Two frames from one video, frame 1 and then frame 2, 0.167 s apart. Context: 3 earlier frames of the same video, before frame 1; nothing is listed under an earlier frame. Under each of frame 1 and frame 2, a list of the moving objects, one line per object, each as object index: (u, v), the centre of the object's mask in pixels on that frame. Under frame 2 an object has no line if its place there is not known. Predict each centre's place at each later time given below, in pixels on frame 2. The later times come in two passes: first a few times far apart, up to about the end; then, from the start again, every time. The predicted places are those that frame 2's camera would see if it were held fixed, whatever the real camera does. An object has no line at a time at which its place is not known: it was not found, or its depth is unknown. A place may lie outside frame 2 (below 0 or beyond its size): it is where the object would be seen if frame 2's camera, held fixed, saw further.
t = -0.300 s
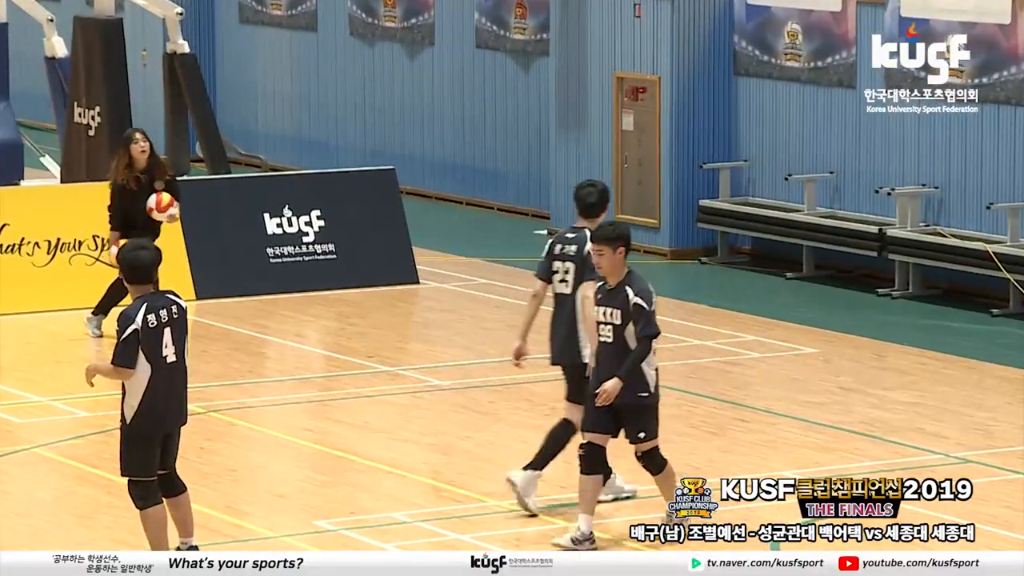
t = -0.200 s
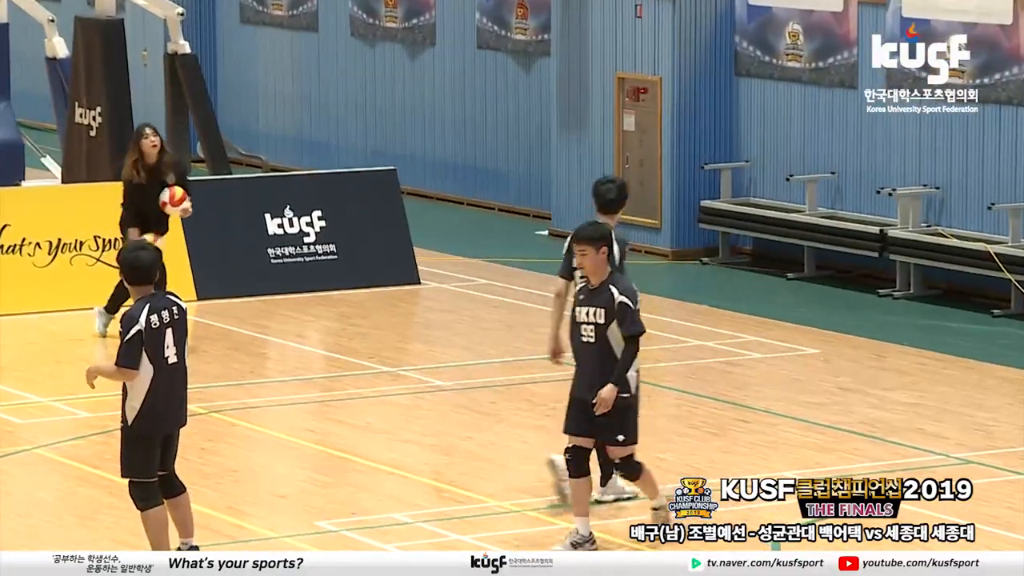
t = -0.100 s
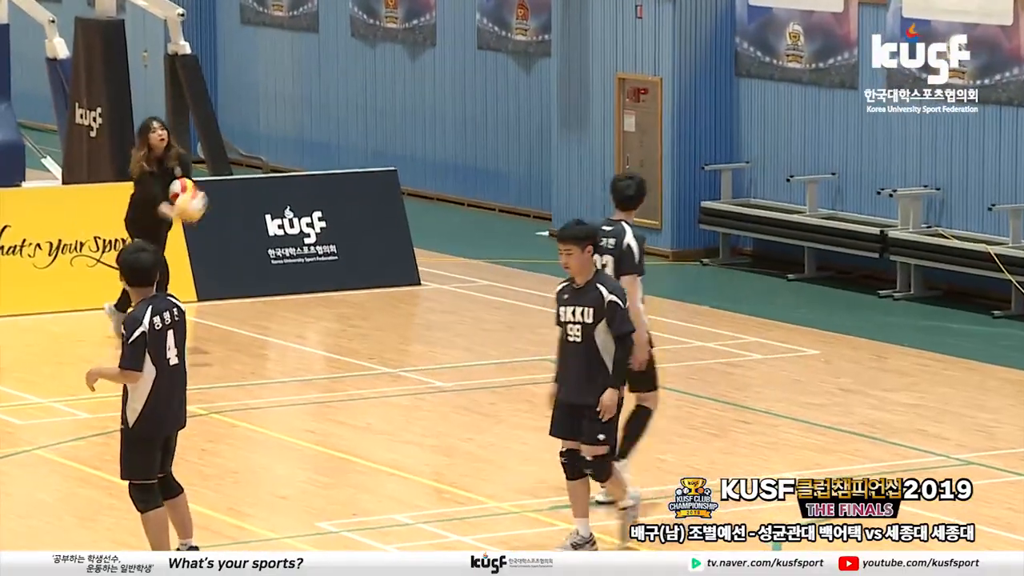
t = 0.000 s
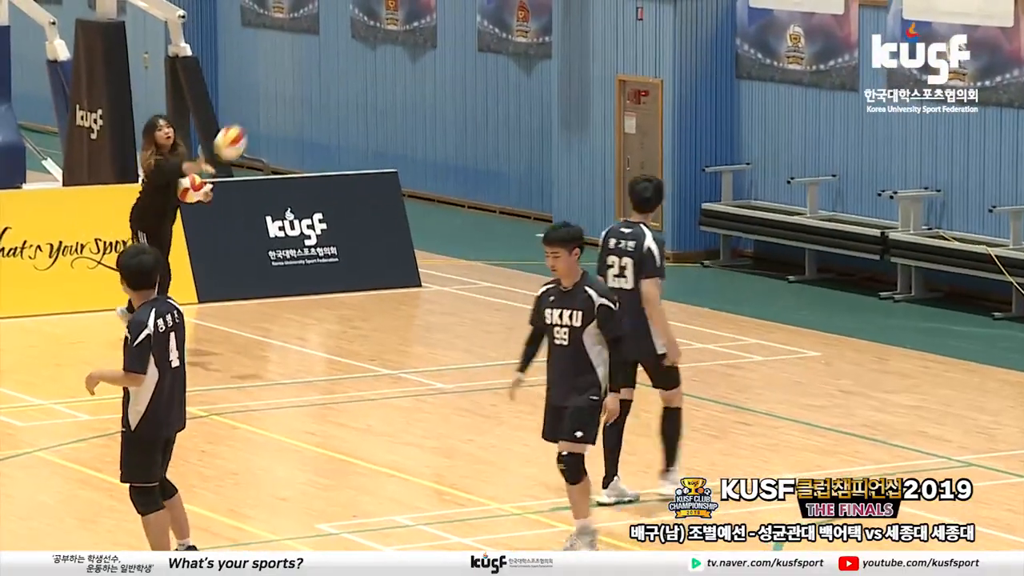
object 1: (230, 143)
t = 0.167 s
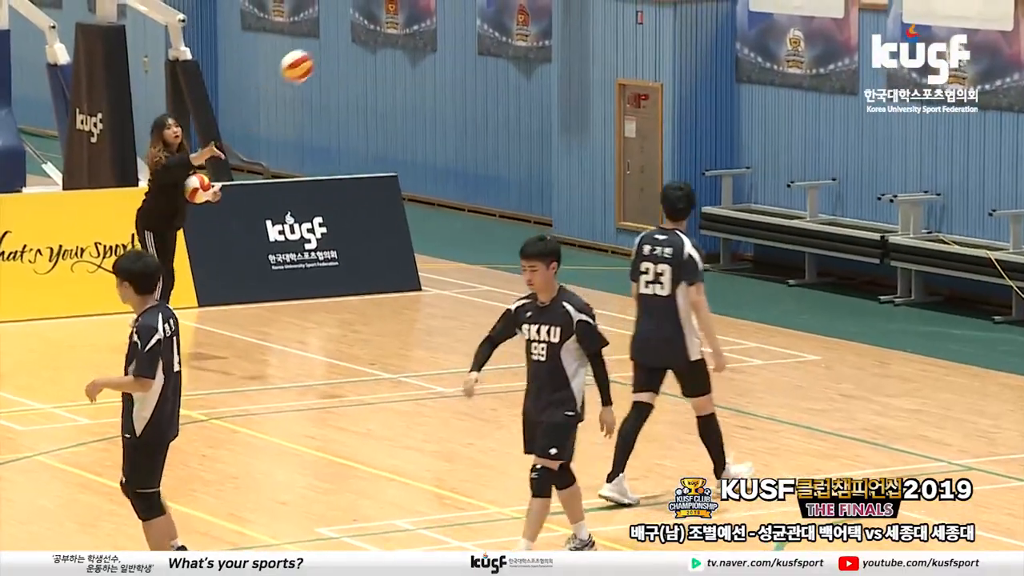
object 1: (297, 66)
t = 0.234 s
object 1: (324, 44)
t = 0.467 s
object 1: (419, 23)
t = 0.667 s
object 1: (503, 69)
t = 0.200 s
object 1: (310, 54)
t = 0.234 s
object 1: (324, 44)
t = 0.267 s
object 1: (337, 37)
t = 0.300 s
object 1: (350, 32)
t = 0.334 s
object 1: (363, 28)
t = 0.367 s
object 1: (376, 24)
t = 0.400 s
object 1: (390, 22)
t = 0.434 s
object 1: (405, 21)
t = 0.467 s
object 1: (419, 23)
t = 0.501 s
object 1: (433, 26)
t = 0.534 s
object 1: (446, 31)
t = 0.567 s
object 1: (461, 38)
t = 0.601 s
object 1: (475, 47)
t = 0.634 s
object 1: (489, 57)
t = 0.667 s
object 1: (503, 69)
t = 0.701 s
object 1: (517, 83)
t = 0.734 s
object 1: (531, 99)
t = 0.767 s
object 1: (544, 116)
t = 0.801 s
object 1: (558, 135)
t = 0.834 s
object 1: (572, 157)
